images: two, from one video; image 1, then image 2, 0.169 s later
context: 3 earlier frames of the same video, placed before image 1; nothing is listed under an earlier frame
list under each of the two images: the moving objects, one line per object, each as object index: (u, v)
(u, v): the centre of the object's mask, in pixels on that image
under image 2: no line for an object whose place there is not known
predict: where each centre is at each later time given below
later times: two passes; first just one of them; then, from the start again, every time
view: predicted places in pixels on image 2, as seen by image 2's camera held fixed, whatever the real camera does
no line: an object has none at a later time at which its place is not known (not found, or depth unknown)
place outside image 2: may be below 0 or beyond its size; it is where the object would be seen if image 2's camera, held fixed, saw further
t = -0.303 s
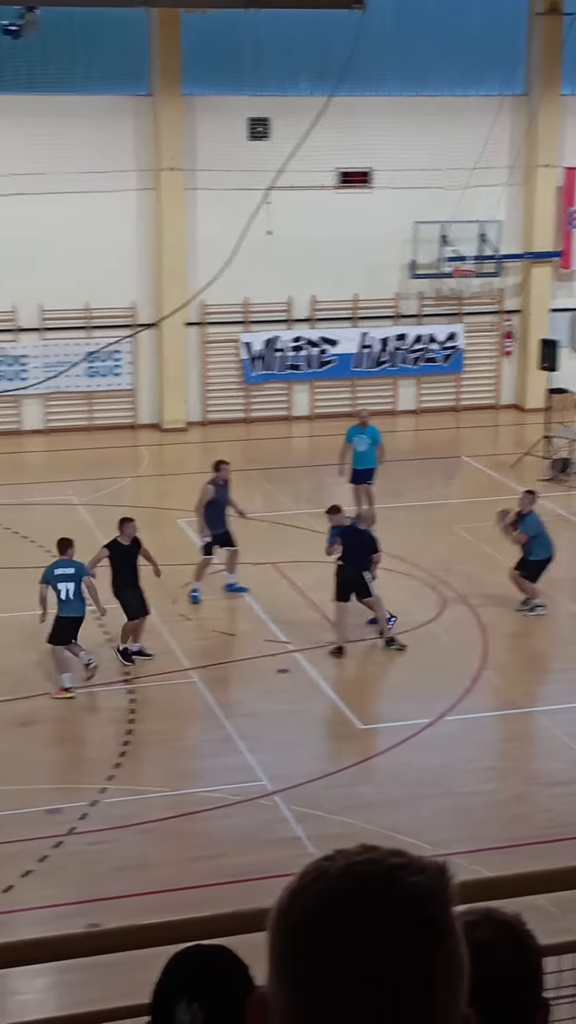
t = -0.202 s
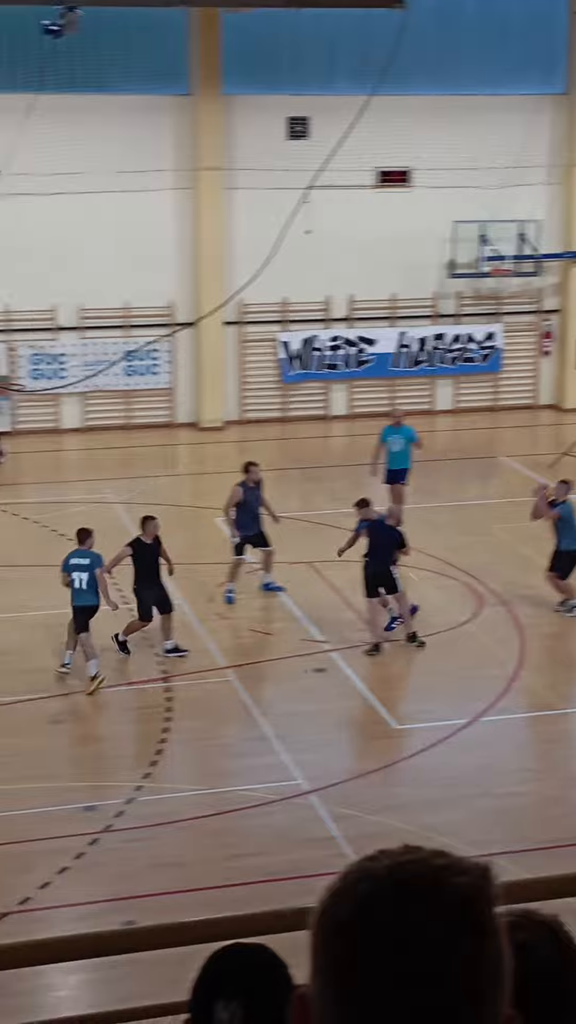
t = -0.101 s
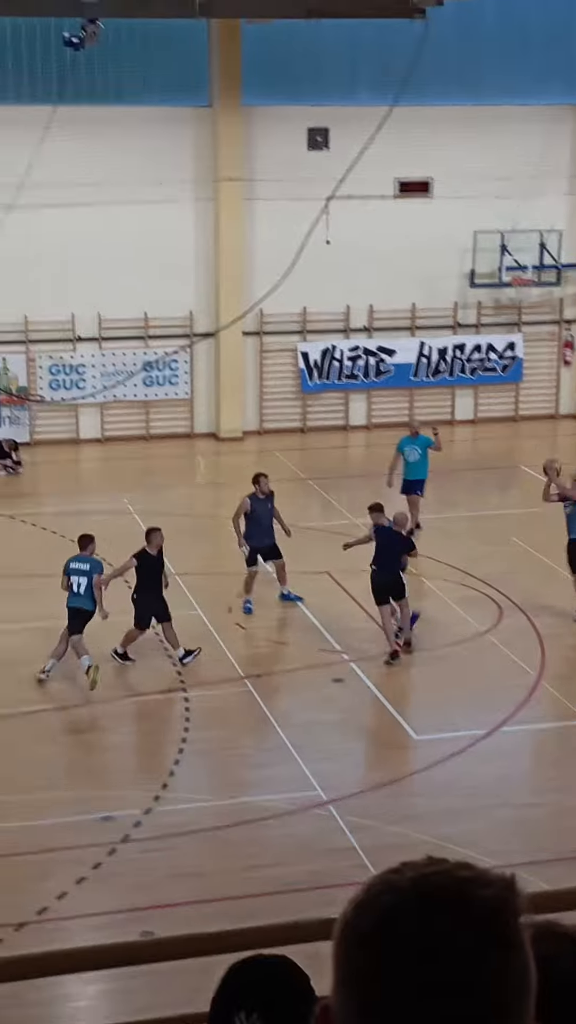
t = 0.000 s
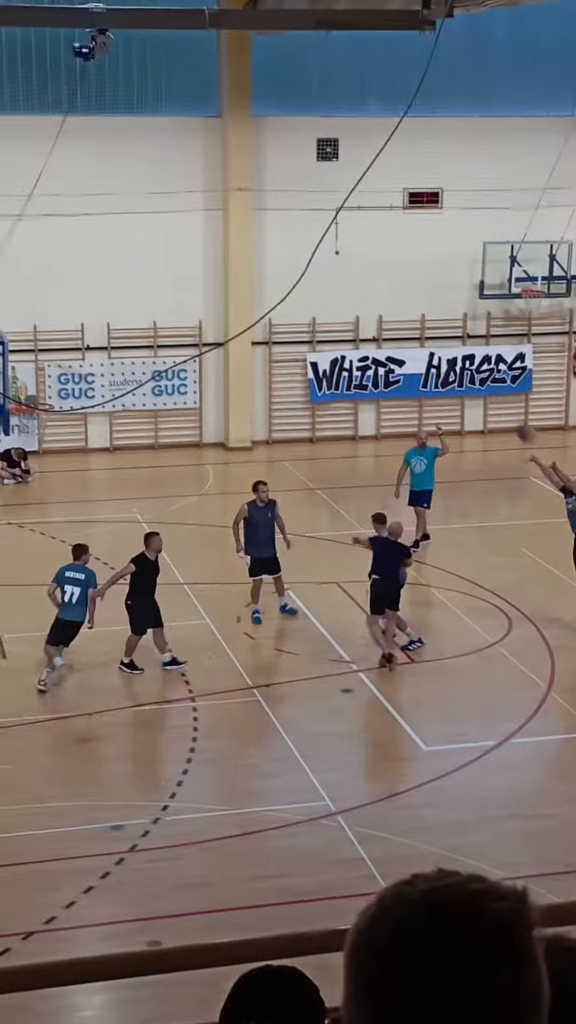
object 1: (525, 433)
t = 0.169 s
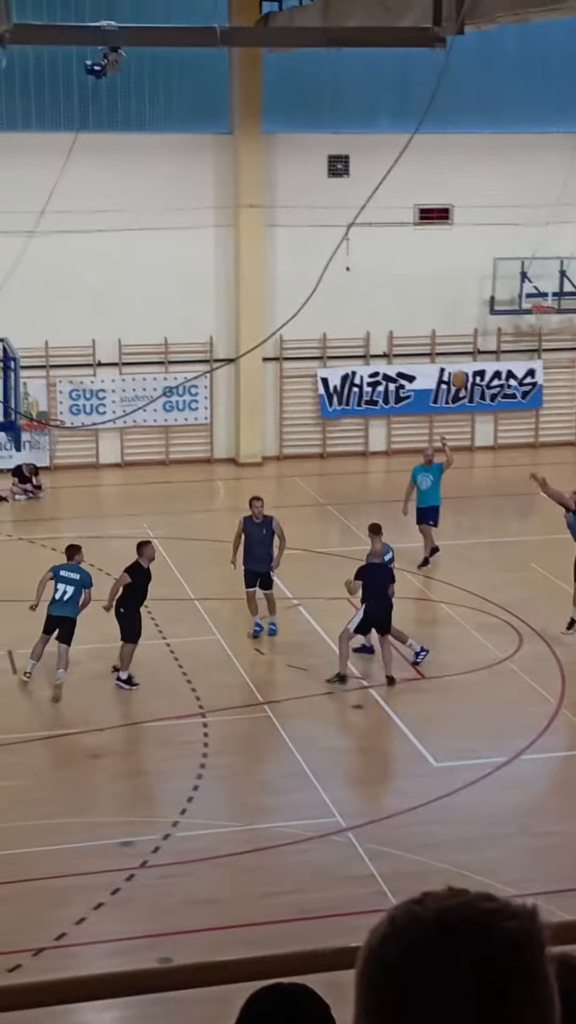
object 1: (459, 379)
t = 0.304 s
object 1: (400, 341)
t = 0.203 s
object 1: (444, 368)
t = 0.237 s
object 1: (430, 357)
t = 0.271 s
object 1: (415, 348)
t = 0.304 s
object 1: (400, 341)
